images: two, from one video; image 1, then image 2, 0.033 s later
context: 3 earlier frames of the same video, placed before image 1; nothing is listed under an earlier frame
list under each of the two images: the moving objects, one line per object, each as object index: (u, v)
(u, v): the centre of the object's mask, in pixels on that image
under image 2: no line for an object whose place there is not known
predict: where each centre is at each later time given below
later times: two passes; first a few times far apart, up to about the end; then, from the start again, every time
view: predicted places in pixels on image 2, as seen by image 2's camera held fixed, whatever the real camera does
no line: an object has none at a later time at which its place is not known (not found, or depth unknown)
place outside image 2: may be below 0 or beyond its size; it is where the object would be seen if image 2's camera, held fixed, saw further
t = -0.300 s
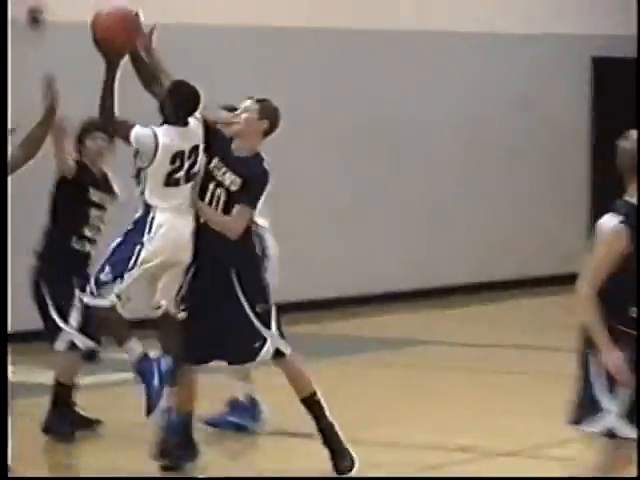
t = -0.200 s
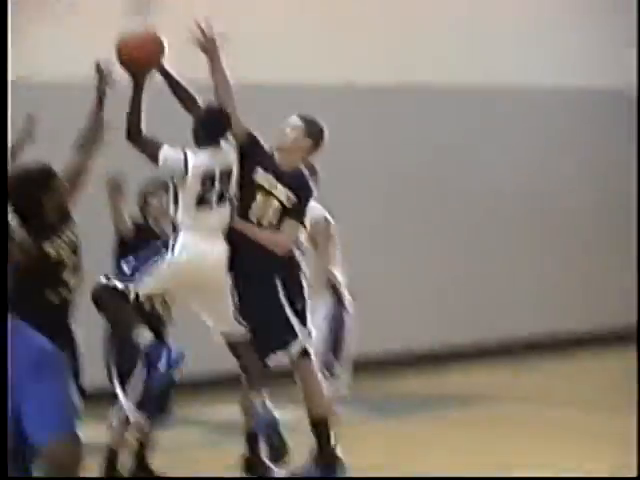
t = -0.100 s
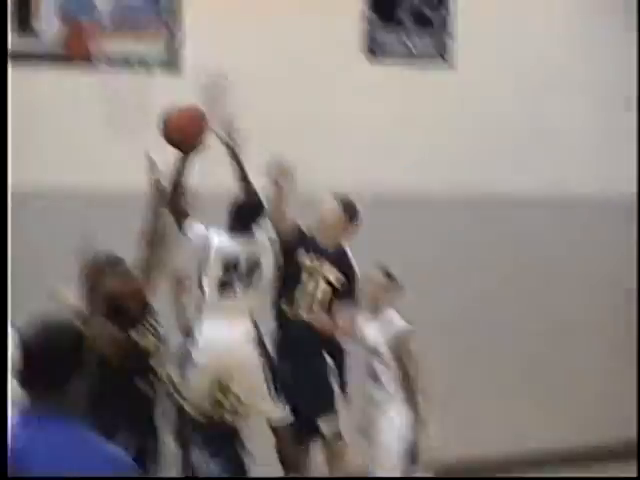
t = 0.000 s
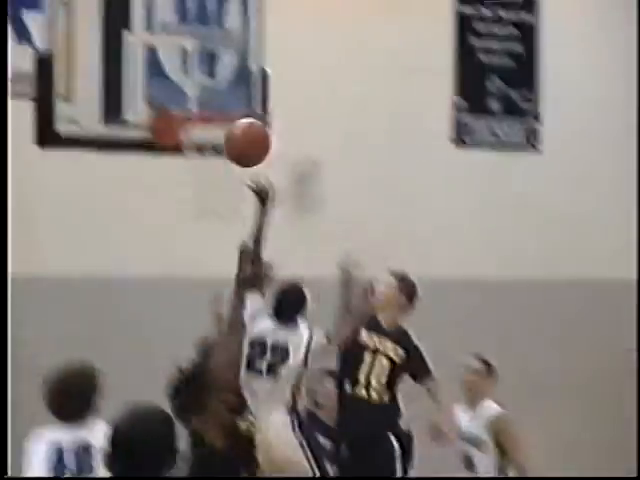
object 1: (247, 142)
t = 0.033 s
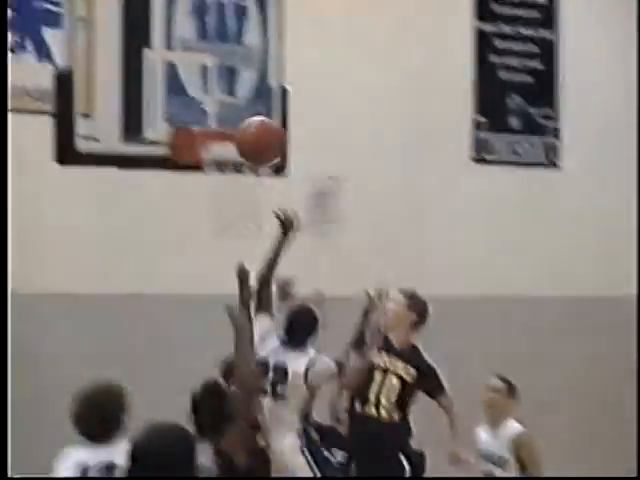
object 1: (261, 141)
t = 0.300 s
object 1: (197, 73)
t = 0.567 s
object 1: (261, 107)
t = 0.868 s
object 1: (215, 101)
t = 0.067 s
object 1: (250, 124)
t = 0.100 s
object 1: (242, 110)
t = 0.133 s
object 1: (235, 98)
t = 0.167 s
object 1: (226, 88)
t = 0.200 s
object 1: (219, 82)
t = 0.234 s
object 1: (211, 77)
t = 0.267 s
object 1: (203, 74)
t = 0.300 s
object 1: (197, 73)
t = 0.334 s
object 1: (195, 75)
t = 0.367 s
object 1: (206, 77)
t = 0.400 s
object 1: (219, 82)
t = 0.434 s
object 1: (233, 88)
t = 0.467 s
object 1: (248, 97)
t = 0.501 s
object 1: (261, 108)
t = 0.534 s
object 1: (267, 111)
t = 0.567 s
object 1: (261, 107)
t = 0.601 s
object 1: (255, 105)
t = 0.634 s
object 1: (248, 102)
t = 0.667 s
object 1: (240, 101)
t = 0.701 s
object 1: (234, 104)
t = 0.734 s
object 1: (227, 107)
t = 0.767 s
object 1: (224, 102)
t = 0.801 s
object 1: (221, 100)
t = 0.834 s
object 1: (218, 99)
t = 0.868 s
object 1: (215, 101)
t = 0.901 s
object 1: (211, 105)
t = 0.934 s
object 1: (208, 111)
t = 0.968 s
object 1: (205, 120)
